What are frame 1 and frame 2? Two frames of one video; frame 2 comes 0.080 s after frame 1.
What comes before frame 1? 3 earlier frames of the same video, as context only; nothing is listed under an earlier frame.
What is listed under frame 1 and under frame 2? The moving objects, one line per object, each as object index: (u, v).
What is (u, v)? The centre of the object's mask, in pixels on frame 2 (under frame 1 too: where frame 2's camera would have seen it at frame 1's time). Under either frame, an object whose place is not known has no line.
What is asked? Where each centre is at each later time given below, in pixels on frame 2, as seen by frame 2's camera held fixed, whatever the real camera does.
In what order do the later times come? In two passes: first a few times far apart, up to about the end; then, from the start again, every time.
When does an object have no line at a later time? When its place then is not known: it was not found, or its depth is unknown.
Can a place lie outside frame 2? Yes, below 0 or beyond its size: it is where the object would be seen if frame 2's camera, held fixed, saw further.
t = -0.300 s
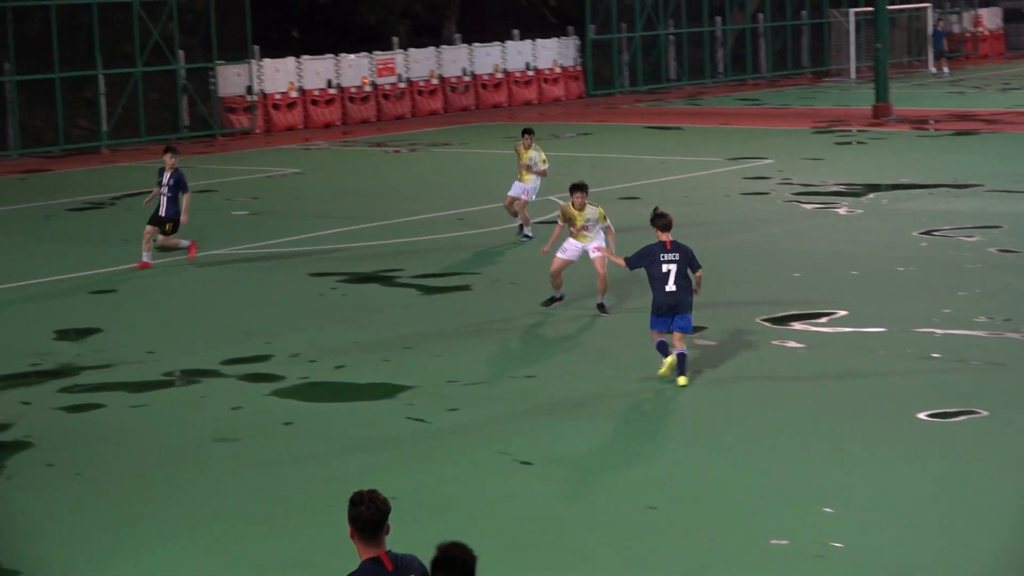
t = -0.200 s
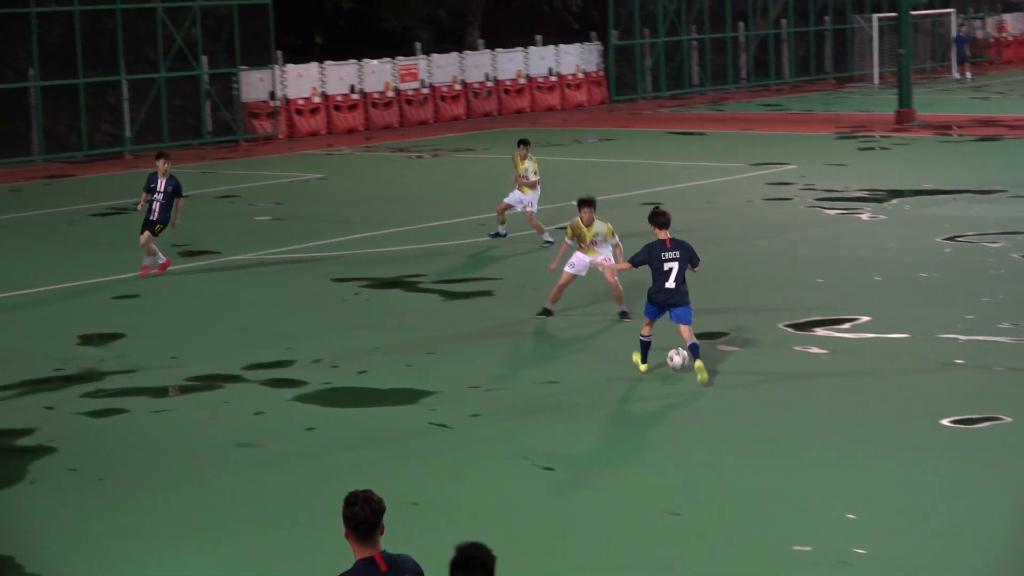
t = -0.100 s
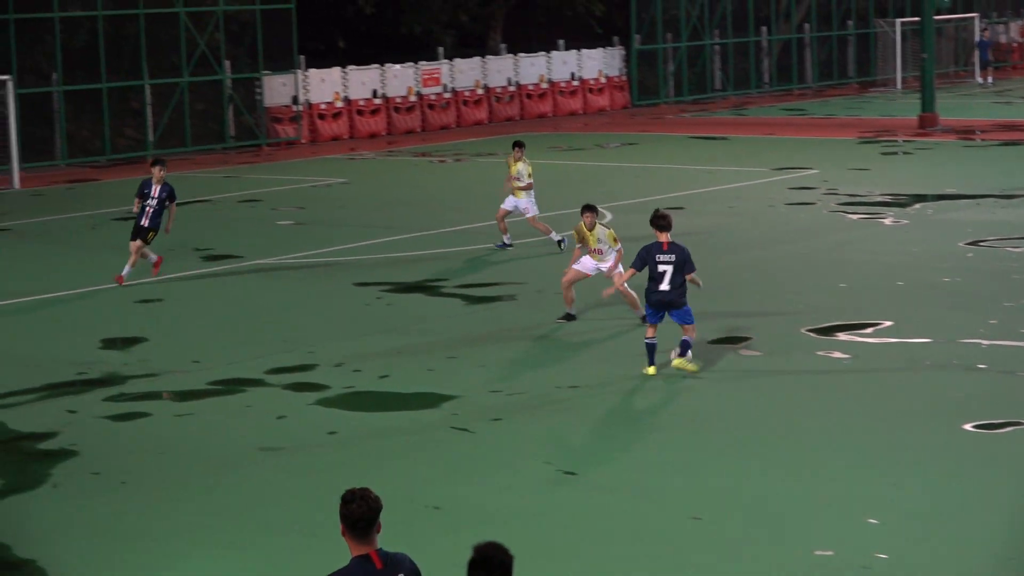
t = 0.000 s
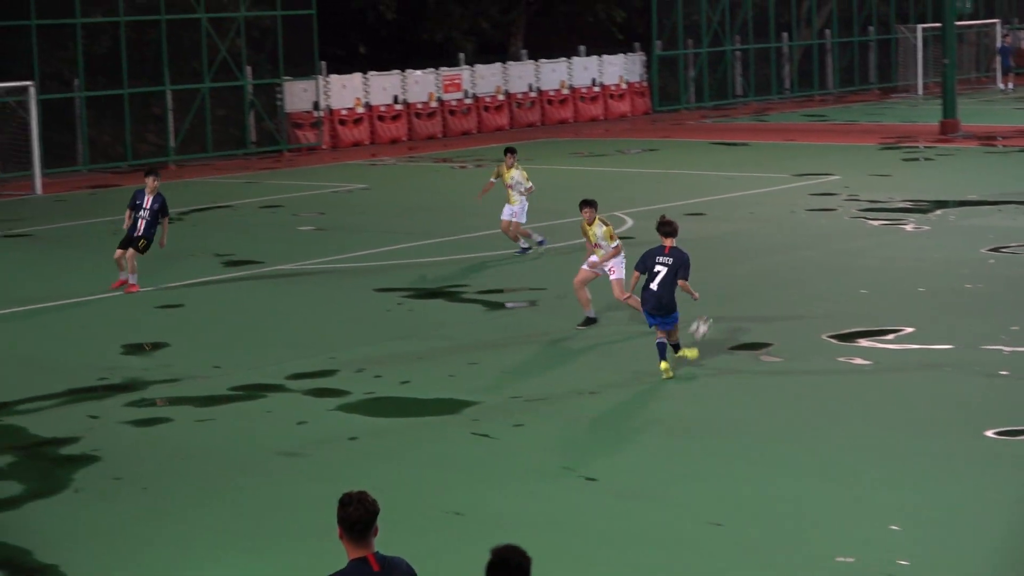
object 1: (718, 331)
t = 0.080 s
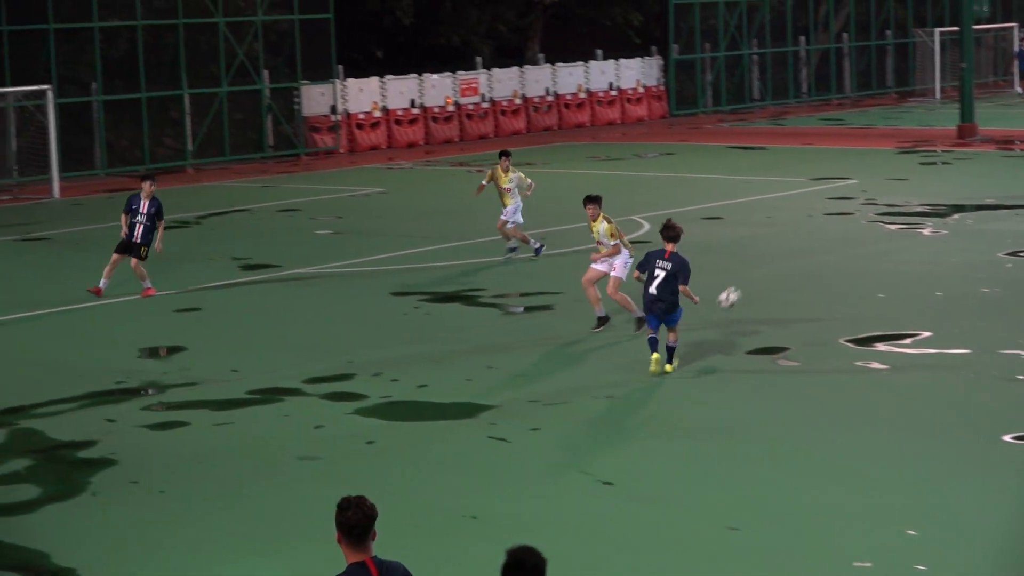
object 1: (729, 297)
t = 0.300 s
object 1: (758, 243)
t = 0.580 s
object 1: (798, 236)
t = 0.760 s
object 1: (818, 222)
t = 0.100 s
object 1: (731, 290)
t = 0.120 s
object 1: (734, 283)
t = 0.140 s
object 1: (737, 277)
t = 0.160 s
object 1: (739, 272)
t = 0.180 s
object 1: (742, 266)
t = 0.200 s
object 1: (745, 262)
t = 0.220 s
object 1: (747, 257)
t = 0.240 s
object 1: (749, 254)
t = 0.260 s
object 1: (752, 249)
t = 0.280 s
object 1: (754, 246)
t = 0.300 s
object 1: (758, 243)
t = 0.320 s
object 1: (760, 241)
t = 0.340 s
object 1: (763, 238)
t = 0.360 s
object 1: (765, 236)
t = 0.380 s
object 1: (769, 234)
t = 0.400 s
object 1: (771, 233)
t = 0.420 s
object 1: (775, 232)
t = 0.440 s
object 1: (777, 231)
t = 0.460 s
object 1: (781, 231)
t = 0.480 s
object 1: (783, 231)
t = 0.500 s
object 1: (786, 232)
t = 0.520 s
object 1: (789, 233)
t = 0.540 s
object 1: (792, 233)
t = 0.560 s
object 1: (795, 235)
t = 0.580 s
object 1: (798, 236)
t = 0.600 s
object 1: (801, 238)
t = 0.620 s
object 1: (804, 240)
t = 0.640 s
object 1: (807, 242)
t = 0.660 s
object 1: (810, 245)
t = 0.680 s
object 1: (812, 242)
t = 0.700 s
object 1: (814, 236)
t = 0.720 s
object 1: (815, 230)
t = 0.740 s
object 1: (817, 225)
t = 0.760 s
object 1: (818, 222)
